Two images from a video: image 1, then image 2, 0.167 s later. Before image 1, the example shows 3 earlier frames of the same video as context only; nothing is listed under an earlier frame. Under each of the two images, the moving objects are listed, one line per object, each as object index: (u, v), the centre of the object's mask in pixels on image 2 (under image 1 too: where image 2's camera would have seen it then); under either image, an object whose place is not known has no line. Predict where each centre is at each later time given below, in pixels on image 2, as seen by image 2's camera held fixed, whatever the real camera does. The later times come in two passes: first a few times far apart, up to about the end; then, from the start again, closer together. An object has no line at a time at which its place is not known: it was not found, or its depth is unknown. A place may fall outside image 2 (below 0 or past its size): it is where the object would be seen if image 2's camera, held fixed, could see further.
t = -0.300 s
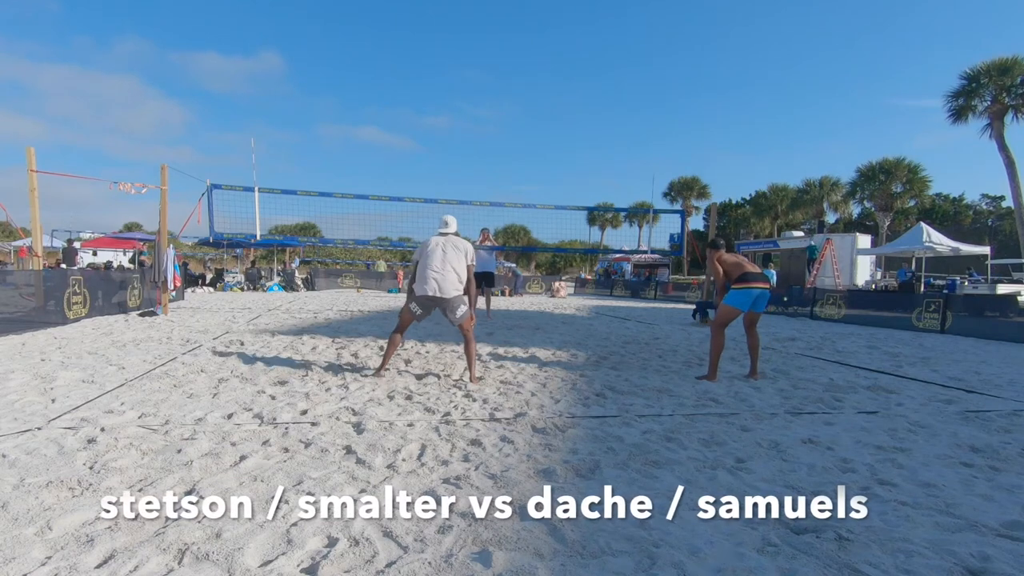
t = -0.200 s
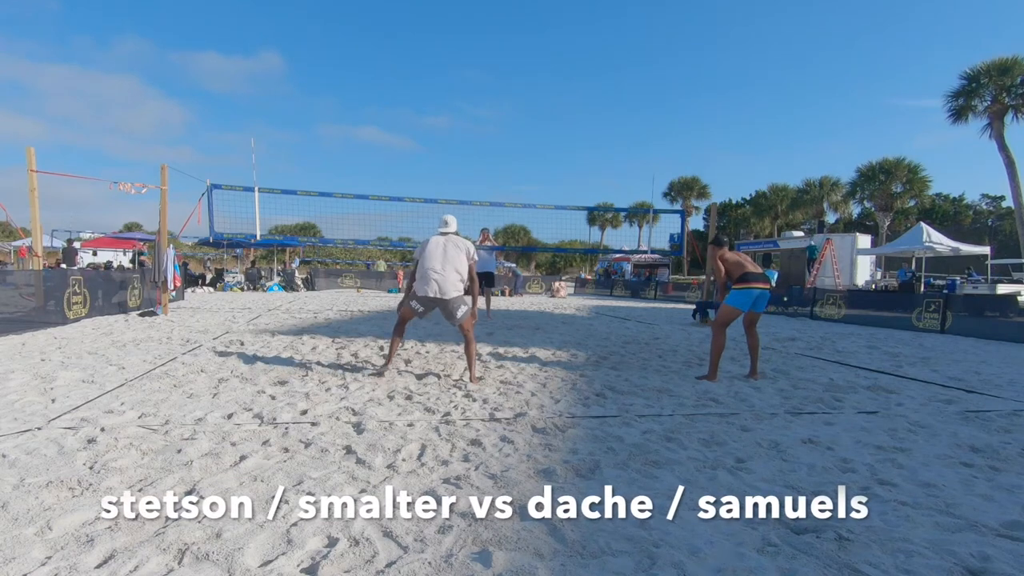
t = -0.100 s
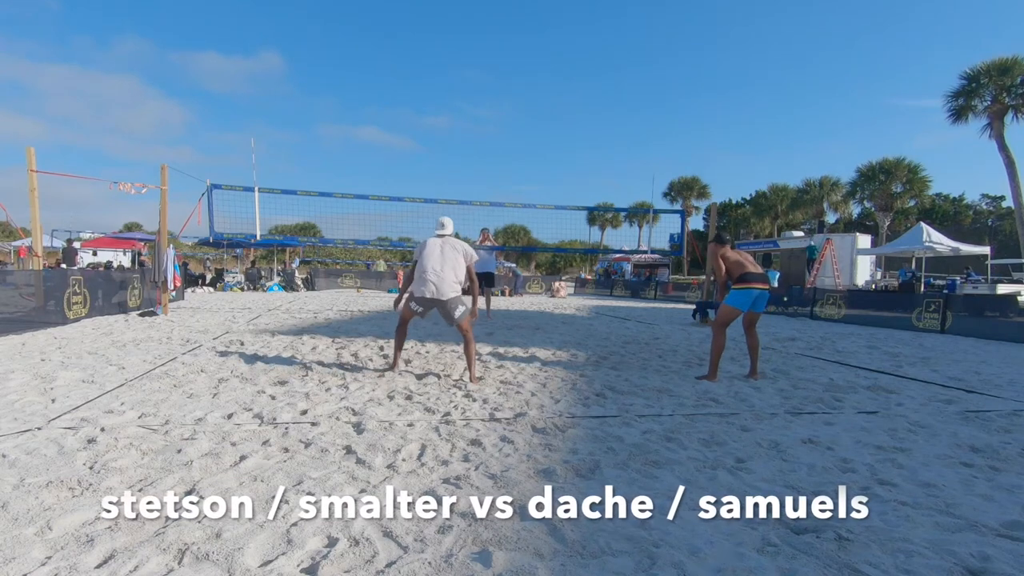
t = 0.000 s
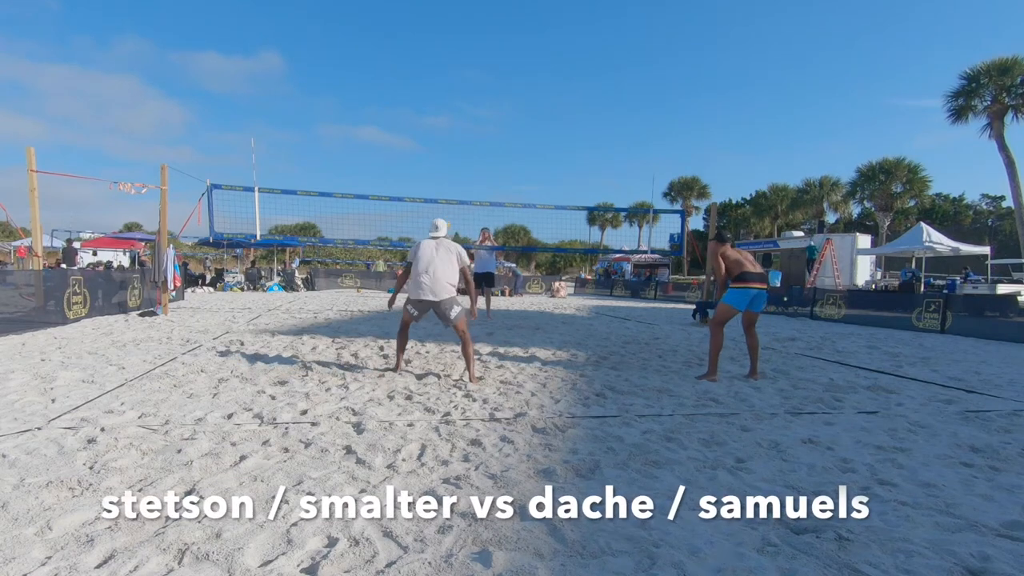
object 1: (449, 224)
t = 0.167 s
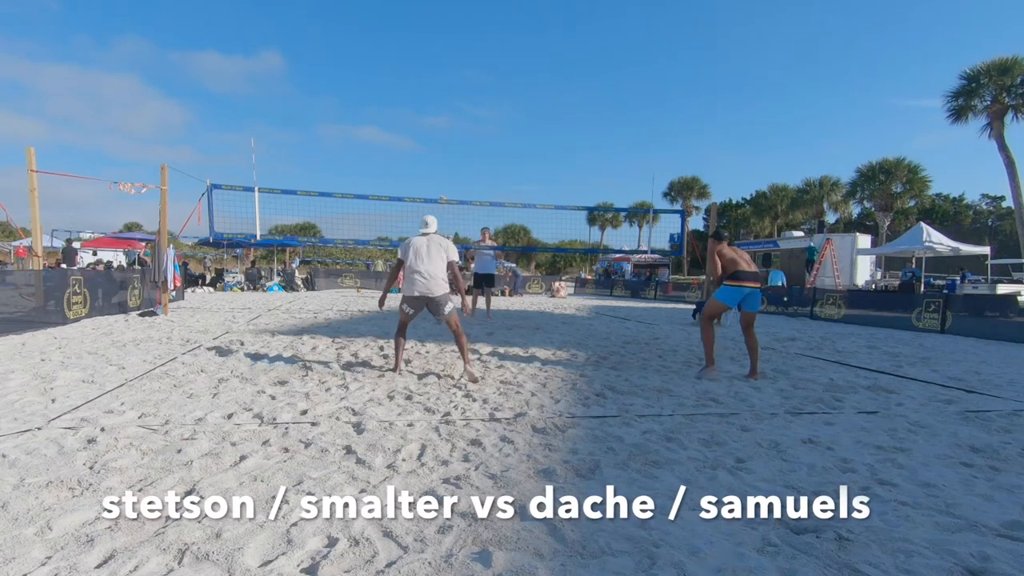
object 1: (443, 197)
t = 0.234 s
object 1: (441, 188)
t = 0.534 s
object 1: (432, 145)
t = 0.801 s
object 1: (424, 129)
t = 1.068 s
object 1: (409, 163)
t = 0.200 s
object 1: (442, 193)
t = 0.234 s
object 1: (441, 188)
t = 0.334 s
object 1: (438, 172)
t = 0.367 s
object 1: (437, 167)
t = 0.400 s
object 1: (436, 161)
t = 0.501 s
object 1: (433, 149)
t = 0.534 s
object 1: (432, 145)
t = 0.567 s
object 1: (431, 141)
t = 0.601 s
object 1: (430, 138)
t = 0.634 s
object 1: (430, 135)
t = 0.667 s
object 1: (429, 133)
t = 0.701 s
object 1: (428, 131)
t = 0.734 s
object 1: (427, 130)
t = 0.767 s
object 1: (425, 129)
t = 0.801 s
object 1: (424, 129)
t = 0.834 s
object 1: (422, 130)
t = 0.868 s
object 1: (421, 132)
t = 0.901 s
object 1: (419, 134)
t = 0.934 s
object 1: (418, 137)
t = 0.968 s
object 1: (416, 142)
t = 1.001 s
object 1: (414, 148)
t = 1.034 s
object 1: (412, 155)
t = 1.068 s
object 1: (409, 163)
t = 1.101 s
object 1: (407, 173)
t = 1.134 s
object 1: (405, 185)
